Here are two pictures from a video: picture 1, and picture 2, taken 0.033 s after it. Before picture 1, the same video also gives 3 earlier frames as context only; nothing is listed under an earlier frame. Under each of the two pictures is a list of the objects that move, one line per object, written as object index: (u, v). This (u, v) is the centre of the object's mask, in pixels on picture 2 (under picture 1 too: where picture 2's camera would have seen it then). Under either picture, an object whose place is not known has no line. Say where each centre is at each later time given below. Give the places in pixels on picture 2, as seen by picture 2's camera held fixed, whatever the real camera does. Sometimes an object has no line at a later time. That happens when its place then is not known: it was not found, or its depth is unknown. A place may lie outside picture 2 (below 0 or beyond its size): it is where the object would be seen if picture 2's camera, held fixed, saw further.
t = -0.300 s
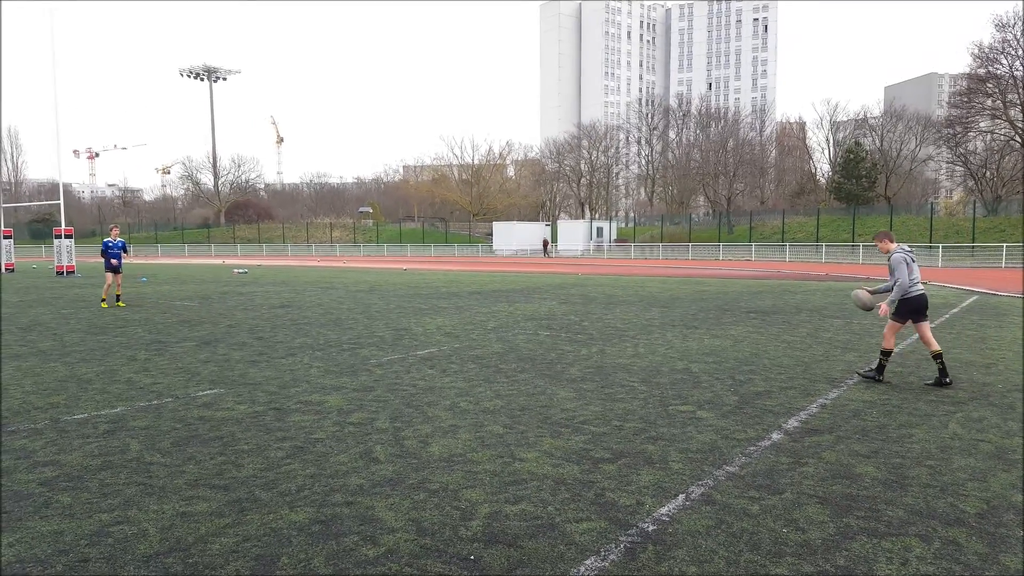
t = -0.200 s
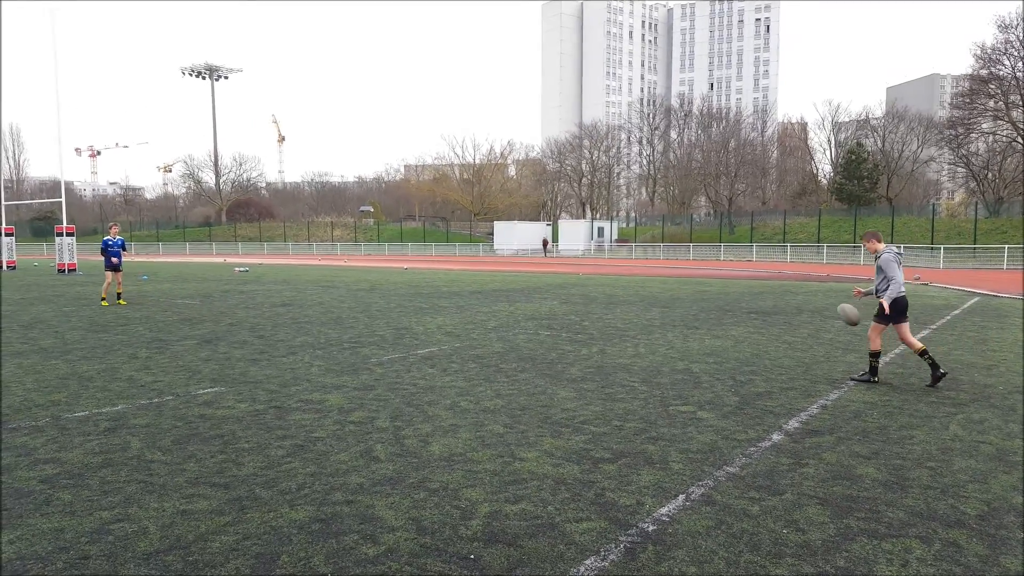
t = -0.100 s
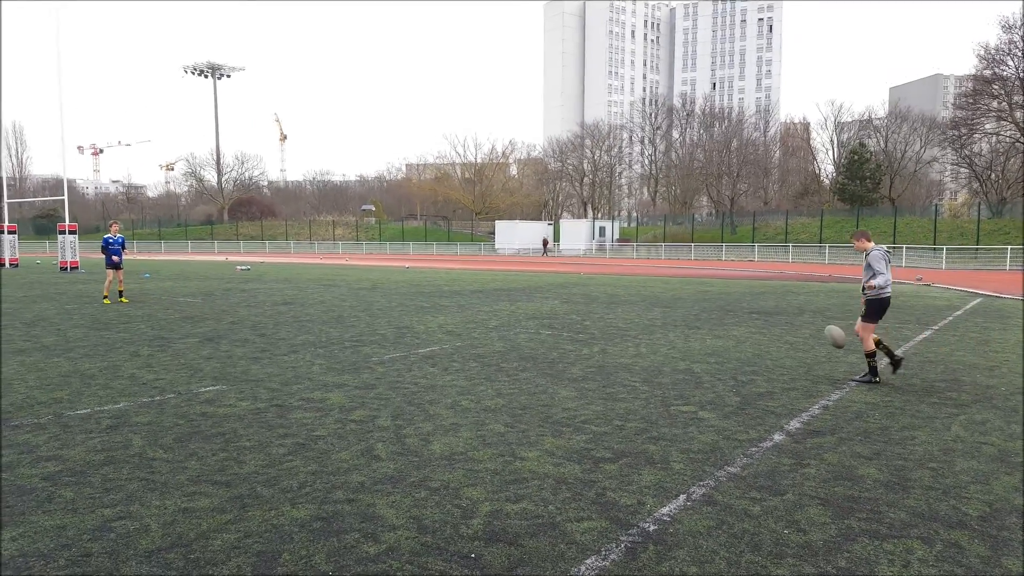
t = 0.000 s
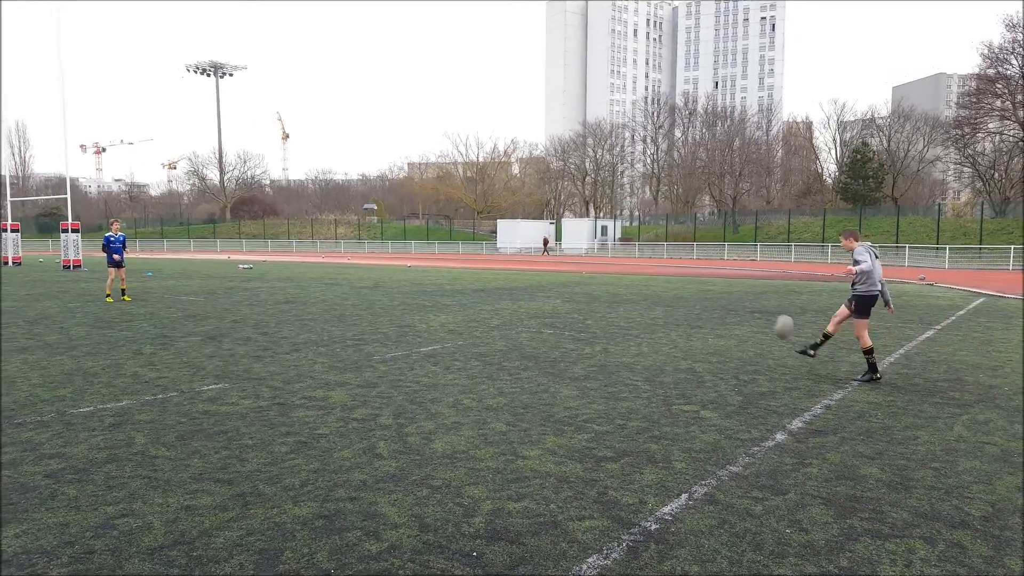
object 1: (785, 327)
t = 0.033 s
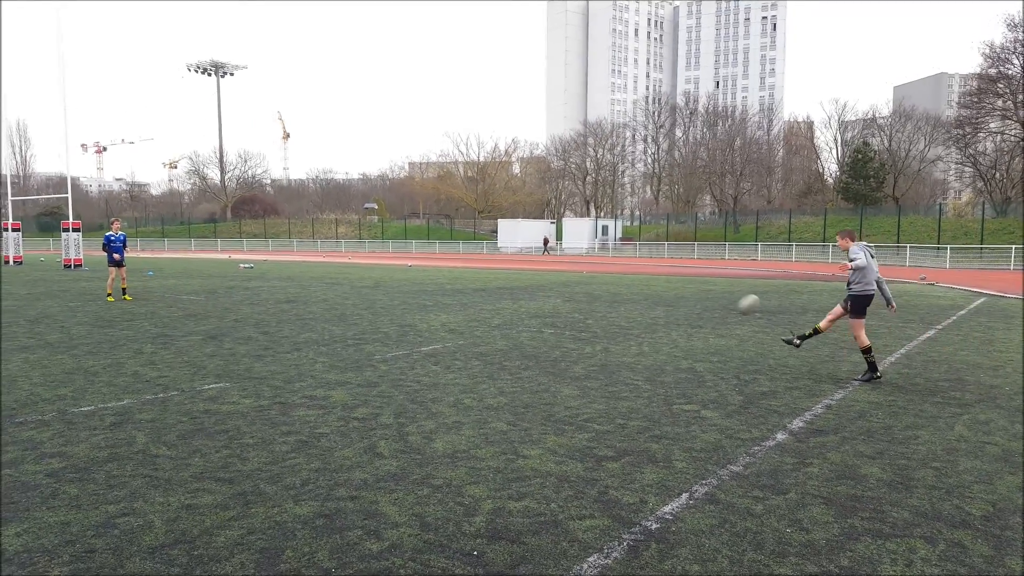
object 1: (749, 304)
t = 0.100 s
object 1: (682, 268)
